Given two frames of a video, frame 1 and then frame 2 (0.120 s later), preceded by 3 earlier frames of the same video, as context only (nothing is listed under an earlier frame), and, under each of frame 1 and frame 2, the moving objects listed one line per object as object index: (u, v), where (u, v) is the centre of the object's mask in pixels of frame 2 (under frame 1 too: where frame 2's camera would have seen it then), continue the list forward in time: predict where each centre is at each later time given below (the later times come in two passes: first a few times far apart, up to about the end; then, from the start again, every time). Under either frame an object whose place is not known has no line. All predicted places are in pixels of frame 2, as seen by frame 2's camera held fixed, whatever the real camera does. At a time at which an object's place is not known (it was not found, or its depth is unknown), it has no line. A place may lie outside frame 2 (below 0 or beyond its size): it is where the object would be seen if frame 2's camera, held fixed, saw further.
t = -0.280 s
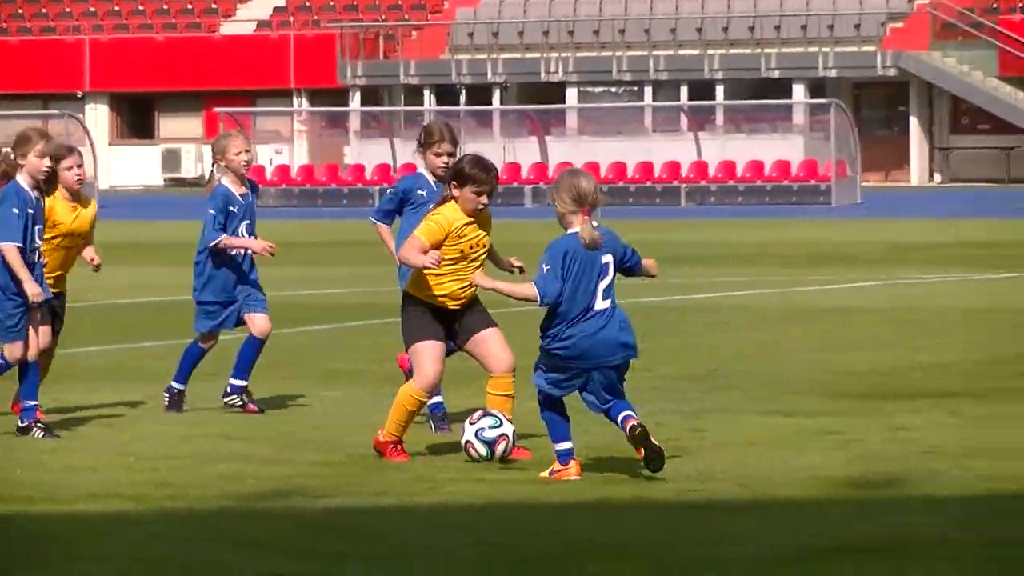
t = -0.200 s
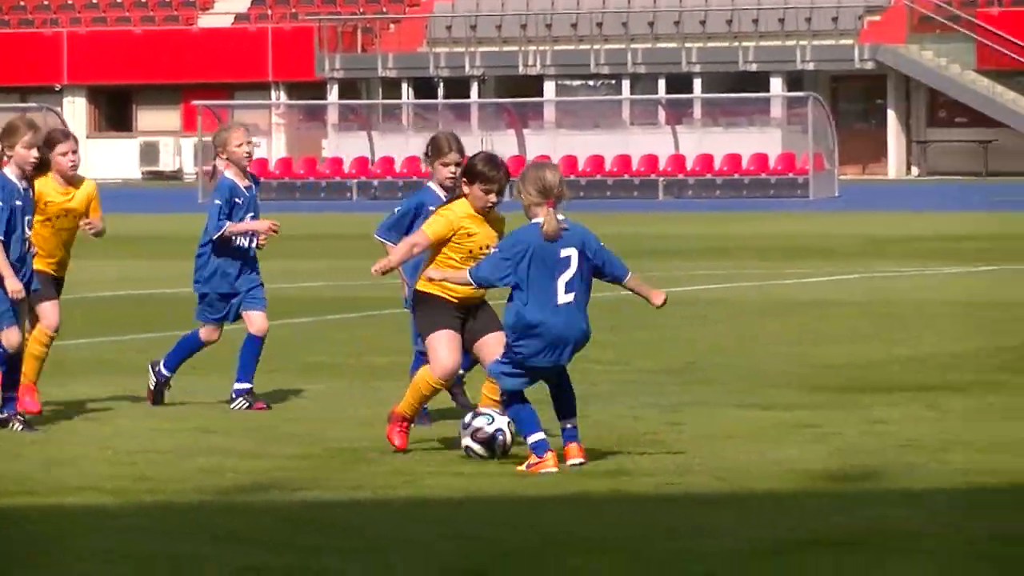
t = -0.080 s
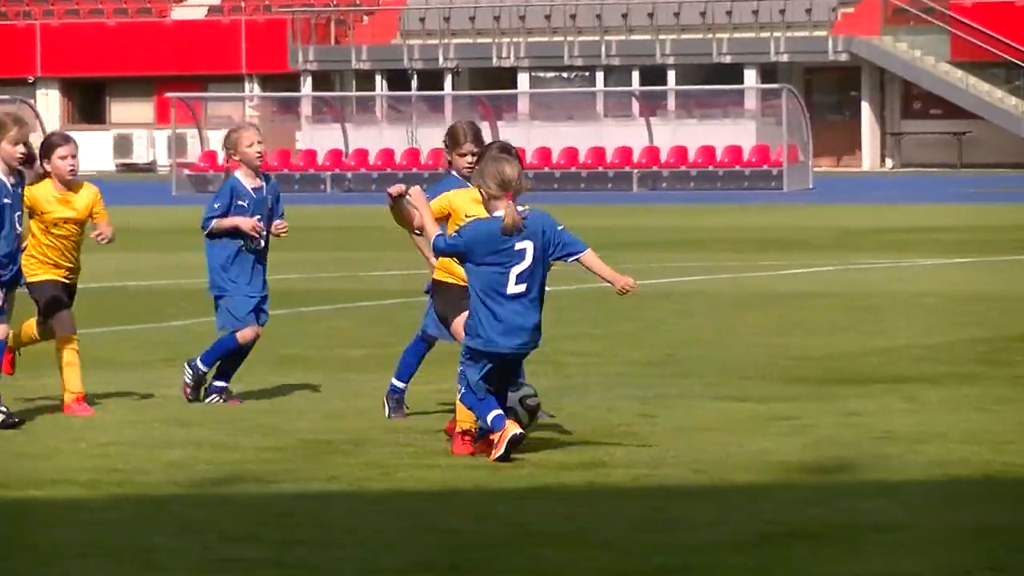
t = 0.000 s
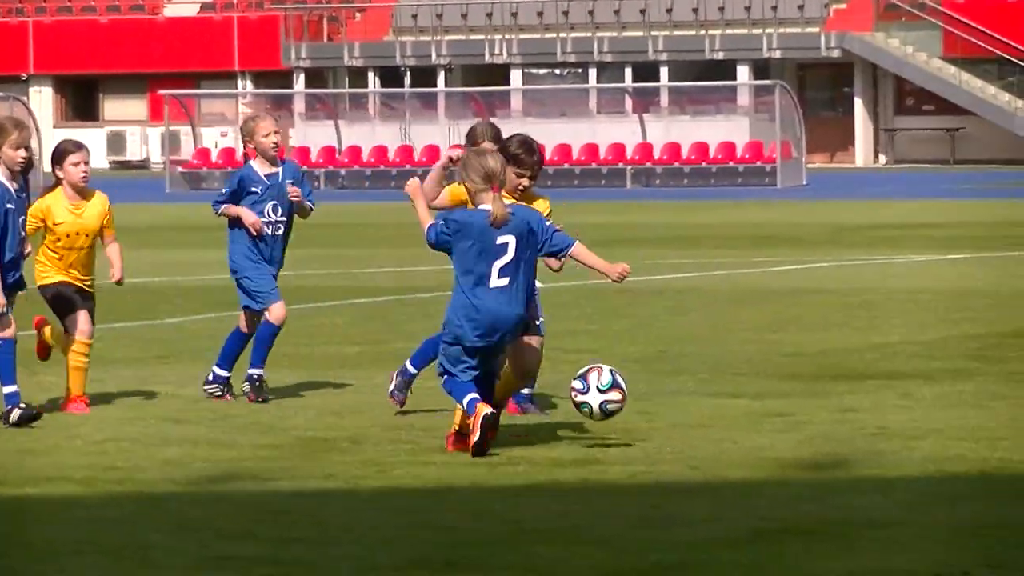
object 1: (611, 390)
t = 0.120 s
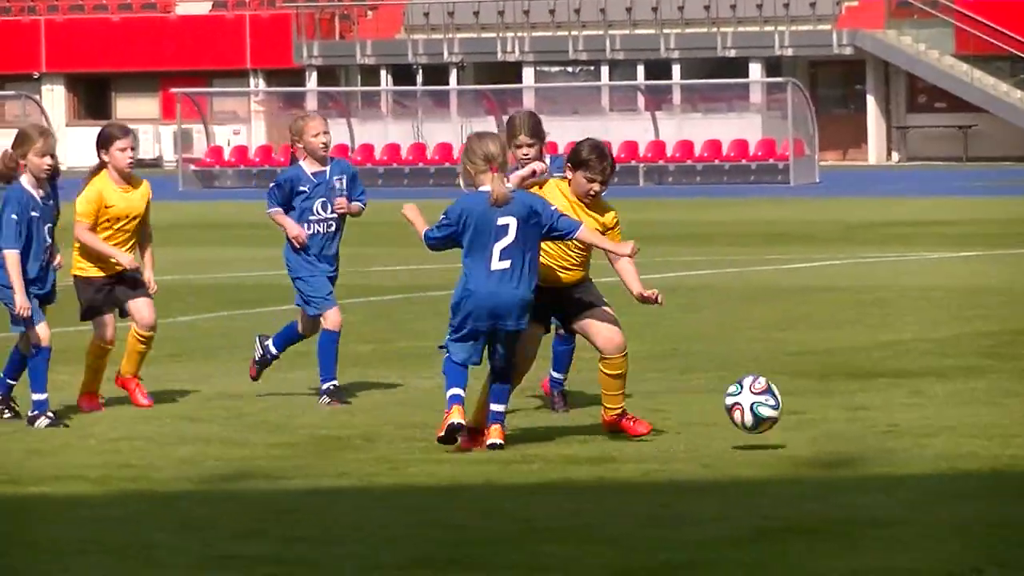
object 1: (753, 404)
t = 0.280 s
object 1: (913, 413)
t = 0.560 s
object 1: (1117, 419)
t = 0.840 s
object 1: (1268, 436)
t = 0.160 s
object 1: (802, 418)
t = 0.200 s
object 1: (846, 427)
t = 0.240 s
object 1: (880, 420)
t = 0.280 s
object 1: (913, 413)
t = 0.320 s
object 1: (946, 410)
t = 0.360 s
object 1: (977, 410)
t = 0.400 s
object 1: (1012, 416)
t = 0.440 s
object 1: (1053, 426)
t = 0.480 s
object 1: (1075, 425)
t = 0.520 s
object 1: (1097, 420)
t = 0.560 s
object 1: (1117, 419)
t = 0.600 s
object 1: (1137, 424)
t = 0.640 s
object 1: (1158, 430)
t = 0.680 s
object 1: (1183, 430)
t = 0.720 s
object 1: (1204, 431)
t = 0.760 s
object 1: (1227, 434)
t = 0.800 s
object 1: (1248, 437)
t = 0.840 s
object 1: (1268, 436)
